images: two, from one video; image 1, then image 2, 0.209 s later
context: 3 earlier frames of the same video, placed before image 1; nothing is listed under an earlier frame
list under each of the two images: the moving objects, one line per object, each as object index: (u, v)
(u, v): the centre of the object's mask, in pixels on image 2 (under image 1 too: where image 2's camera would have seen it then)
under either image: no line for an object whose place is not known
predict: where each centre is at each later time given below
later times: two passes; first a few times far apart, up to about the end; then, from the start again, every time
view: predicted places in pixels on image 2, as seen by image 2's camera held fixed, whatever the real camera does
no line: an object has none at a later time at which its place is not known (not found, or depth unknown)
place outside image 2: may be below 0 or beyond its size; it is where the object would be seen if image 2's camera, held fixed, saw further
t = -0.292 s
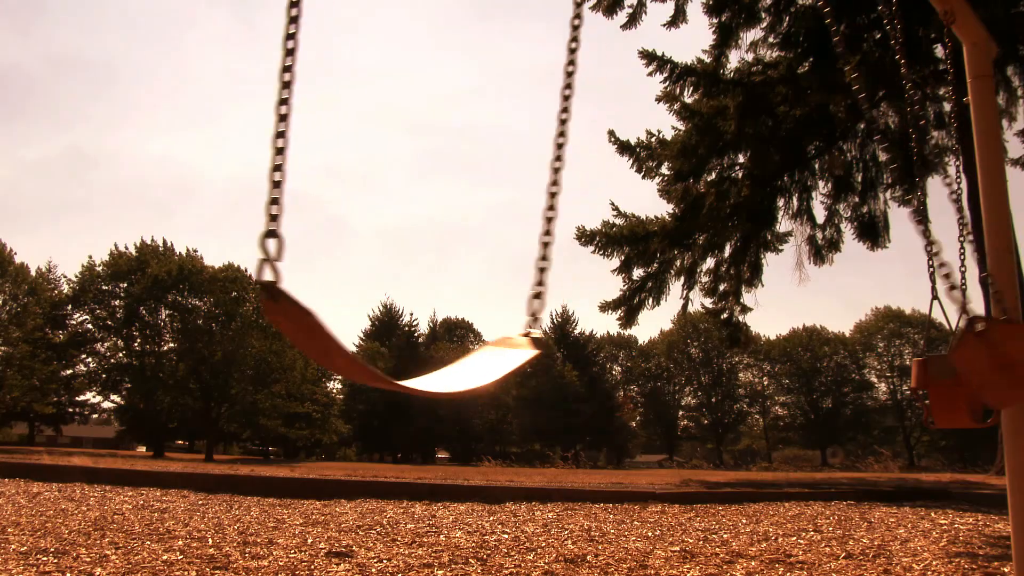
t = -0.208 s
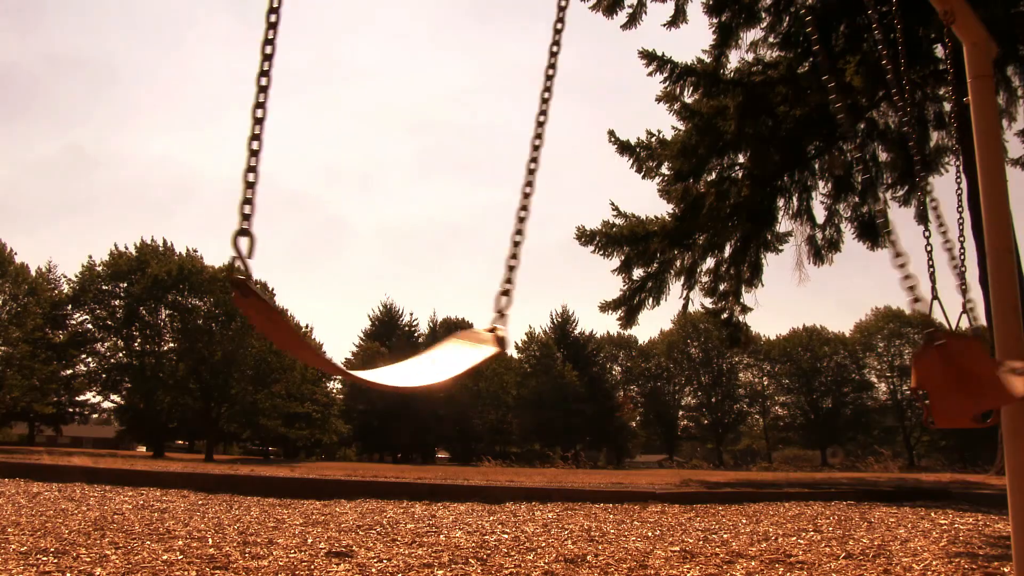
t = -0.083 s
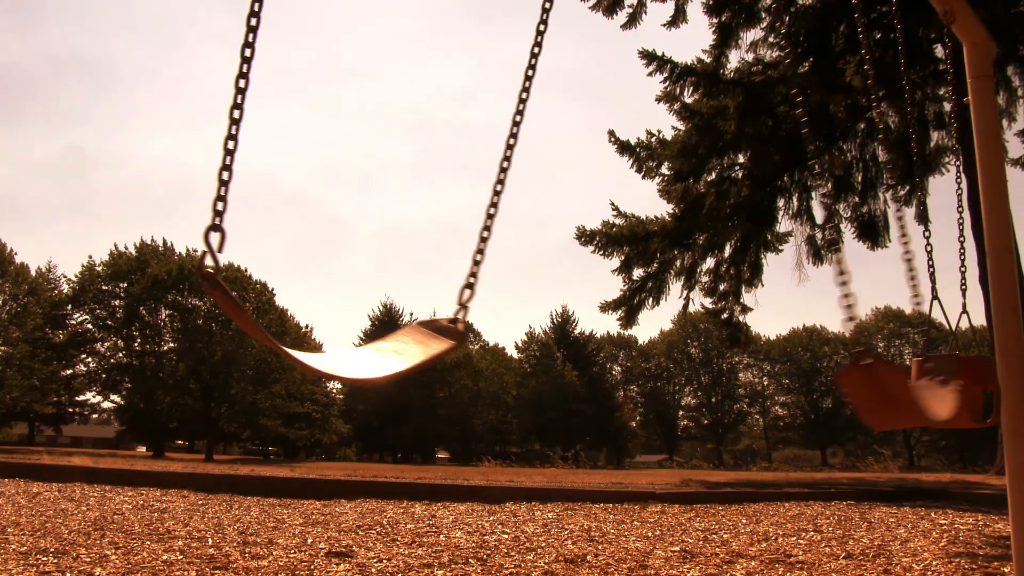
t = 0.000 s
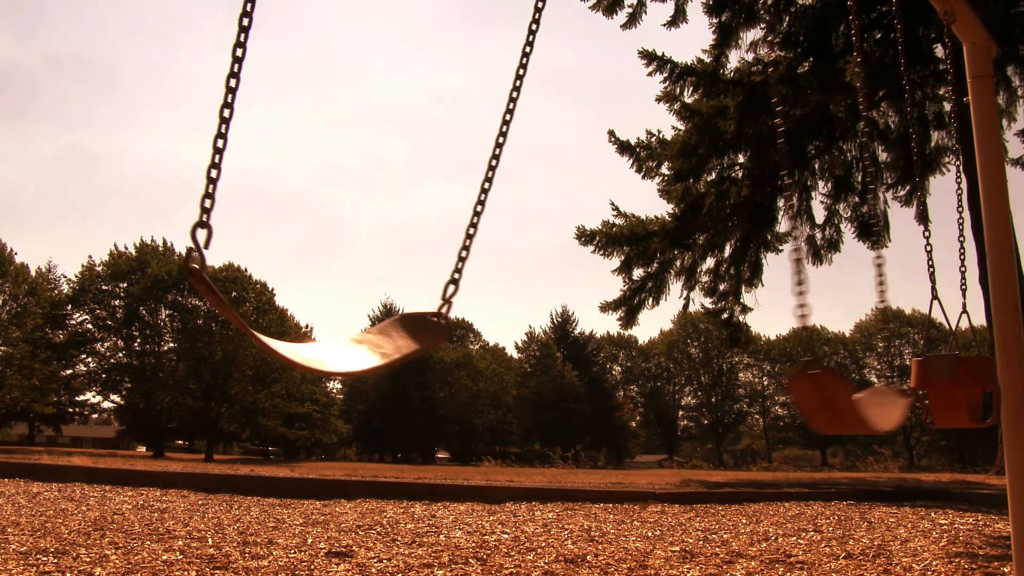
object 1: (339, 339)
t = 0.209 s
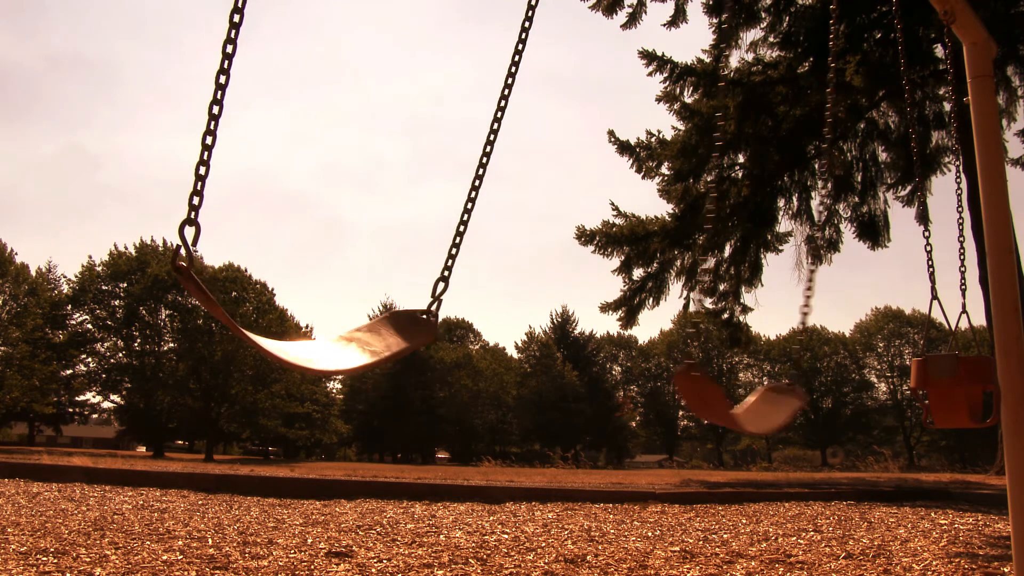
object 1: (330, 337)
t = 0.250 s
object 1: (332, 342)
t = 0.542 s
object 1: (359, 368)
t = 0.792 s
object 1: (492, 337)
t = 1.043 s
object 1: (664, 274)
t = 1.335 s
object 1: (779, 218)
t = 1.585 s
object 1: (698, 276)
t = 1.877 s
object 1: (509, 345)
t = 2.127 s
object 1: (375, 373)
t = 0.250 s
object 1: (332, 342)
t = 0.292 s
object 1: (333, 346)
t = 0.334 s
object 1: (335, 351)
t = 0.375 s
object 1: (343, 355)
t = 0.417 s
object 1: (349, 362)
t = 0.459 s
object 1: (357, 369)
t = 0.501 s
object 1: (348, 372)
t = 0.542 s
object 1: (359, 368)
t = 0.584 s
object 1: (374, 365)
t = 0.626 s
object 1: (396, 362)
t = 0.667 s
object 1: (416, 358)
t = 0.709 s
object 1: (437, 352)
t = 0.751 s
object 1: (464, 346)
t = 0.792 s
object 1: (492, 337)
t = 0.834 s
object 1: (521, 330)
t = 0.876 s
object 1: (548, 321)
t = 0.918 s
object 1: (578, 311)
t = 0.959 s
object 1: (607, 300)
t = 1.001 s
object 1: (636, 288)
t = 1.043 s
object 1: (664, 274)
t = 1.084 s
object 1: (692, 261)
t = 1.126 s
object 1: (716, 249)
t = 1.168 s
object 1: (737, 237)
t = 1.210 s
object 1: (755, 228)
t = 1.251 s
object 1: (768, 222)
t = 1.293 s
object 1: (777, 218)
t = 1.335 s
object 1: (779, 218)
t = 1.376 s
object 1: (777, 222)
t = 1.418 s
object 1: (769, 229)
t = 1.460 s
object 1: (757, 238)
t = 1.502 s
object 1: (741, 251)
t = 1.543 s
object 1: (721, 264)
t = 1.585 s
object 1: (698, 276)
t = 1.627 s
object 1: (672, 290)
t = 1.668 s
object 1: (645, 302)
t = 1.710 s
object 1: (618, 315)
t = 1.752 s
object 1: (590, 324)
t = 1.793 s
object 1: (563, 333)
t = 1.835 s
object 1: (535, 340)
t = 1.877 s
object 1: (509, 345)
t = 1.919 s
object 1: (482, 352)
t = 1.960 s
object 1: (460, 360)
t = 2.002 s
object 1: (433, 362)
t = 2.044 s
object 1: (416, 369)
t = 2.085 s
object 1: (392, 369)
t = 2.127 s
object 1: (375, 373)
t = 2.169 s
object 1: (379, 373)
